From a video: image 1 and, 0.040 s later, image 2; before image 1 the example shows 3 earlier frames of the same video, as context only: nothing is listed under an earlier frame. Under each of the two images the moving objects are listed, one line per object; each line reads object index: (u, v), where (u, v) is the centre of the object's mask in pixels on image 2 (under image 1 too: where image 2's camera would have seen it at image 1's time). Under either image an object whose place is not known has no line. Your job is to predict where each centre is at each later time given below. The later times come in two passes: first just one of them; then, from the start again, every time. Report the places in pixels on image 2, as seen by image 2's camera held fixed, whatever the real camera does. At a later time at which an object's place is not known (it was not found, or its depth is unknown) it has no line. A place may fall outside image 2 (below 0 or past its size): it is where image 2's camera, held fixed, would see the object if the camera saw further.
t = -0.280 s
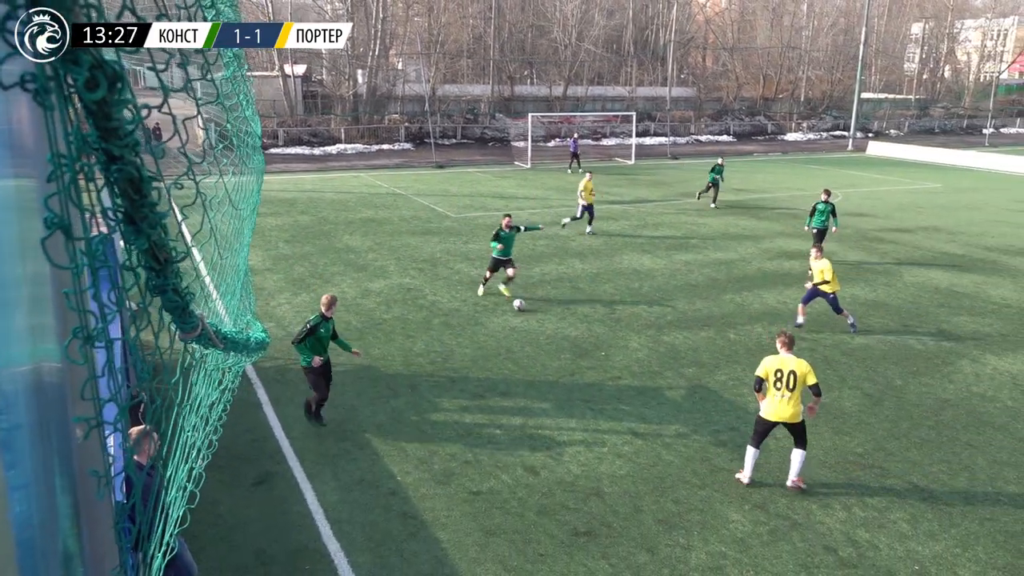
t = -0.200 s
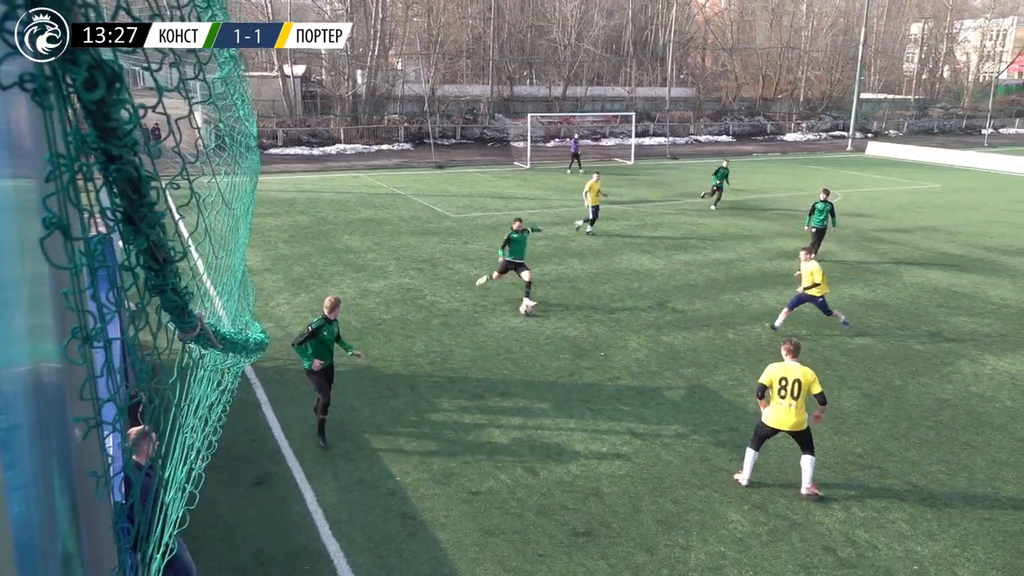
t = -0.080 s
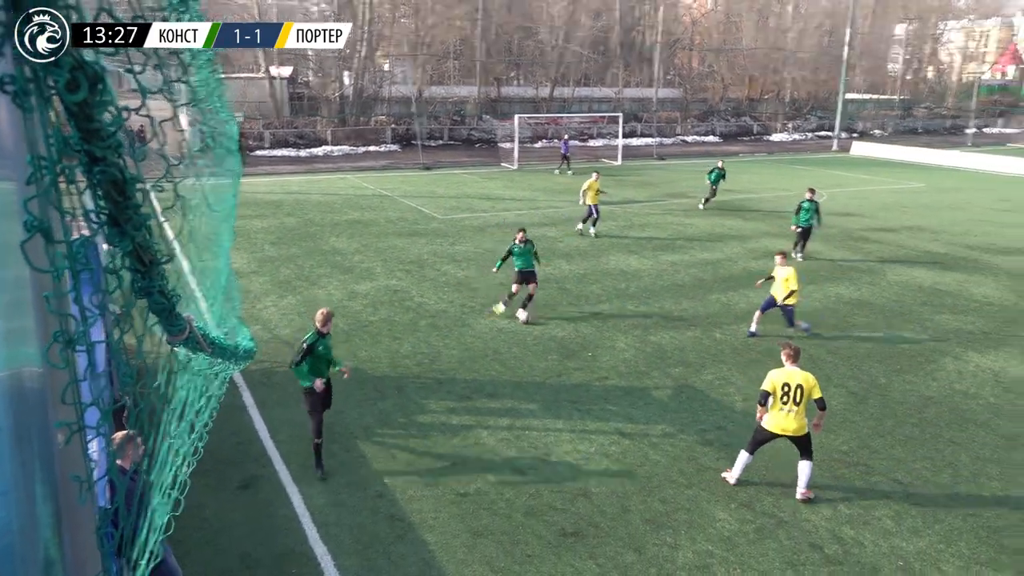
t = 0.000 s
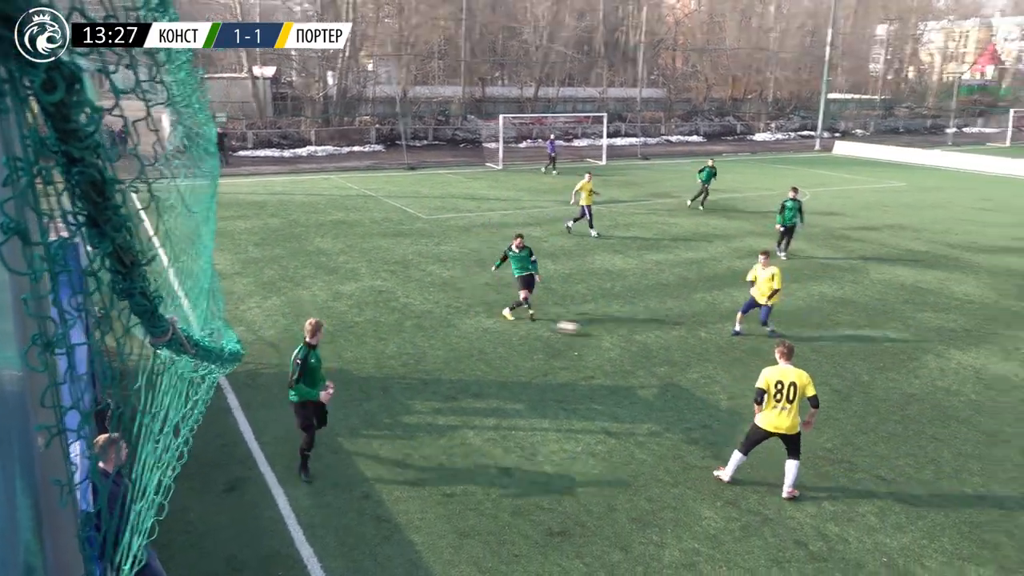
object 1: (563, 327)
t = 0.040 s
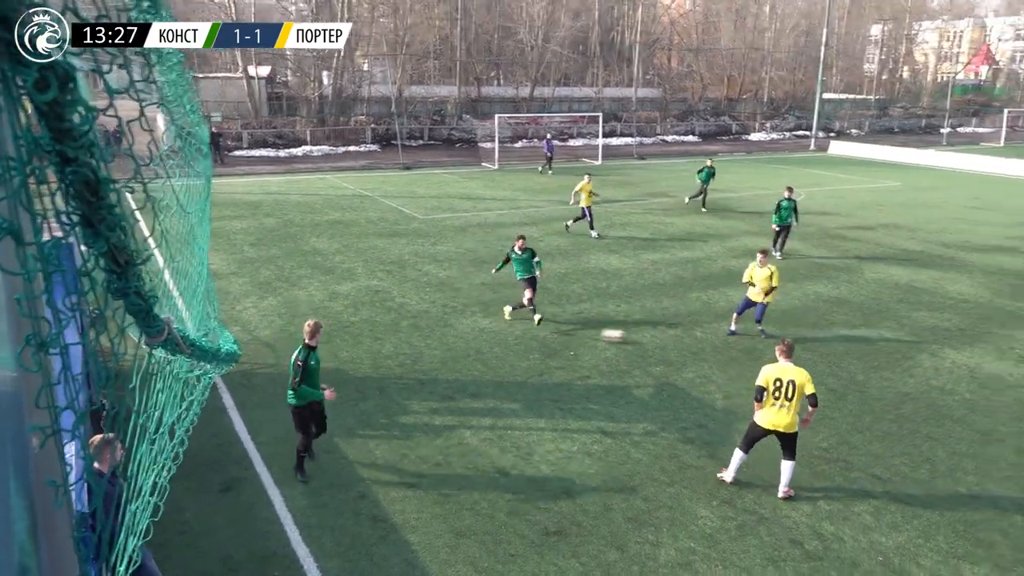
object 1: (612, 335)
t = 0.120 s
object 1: (716, 351)
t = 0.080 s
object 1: (663, 342)
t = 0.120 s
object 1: (716, 351)
